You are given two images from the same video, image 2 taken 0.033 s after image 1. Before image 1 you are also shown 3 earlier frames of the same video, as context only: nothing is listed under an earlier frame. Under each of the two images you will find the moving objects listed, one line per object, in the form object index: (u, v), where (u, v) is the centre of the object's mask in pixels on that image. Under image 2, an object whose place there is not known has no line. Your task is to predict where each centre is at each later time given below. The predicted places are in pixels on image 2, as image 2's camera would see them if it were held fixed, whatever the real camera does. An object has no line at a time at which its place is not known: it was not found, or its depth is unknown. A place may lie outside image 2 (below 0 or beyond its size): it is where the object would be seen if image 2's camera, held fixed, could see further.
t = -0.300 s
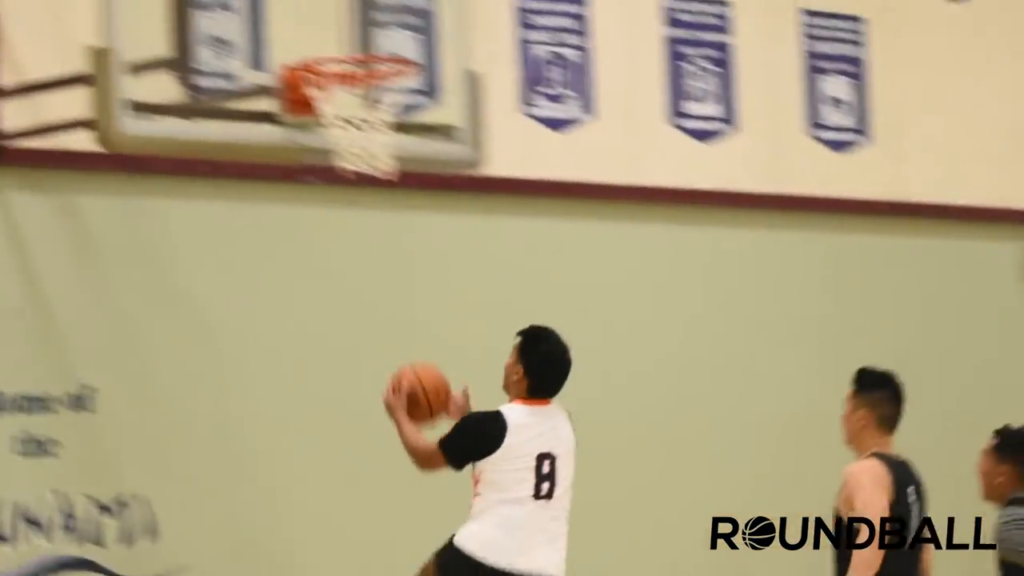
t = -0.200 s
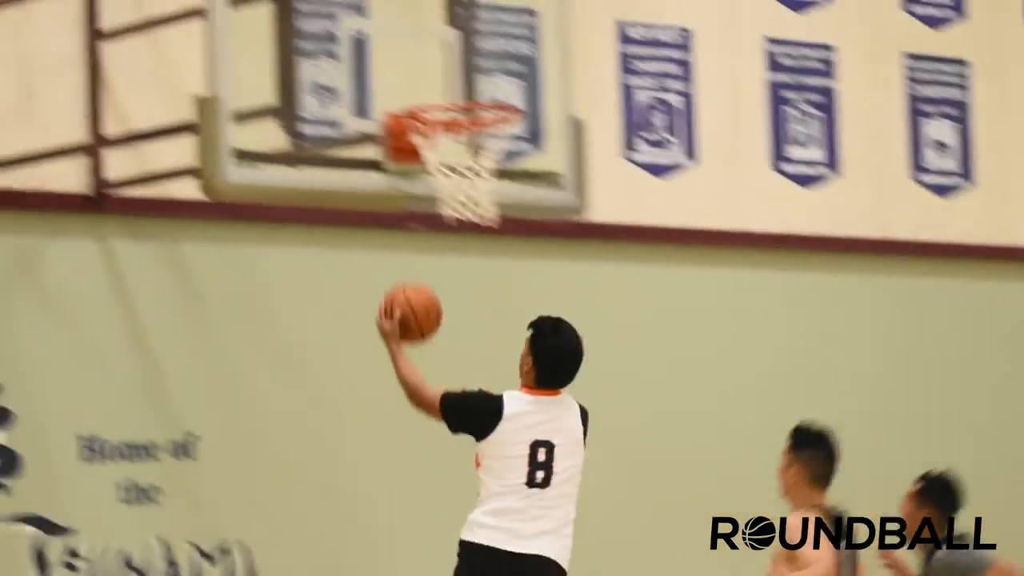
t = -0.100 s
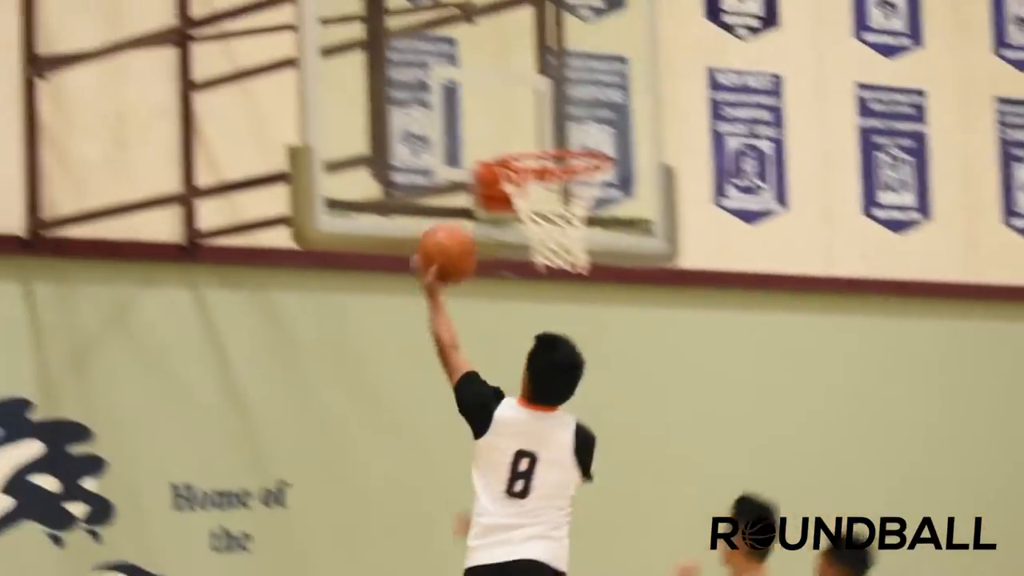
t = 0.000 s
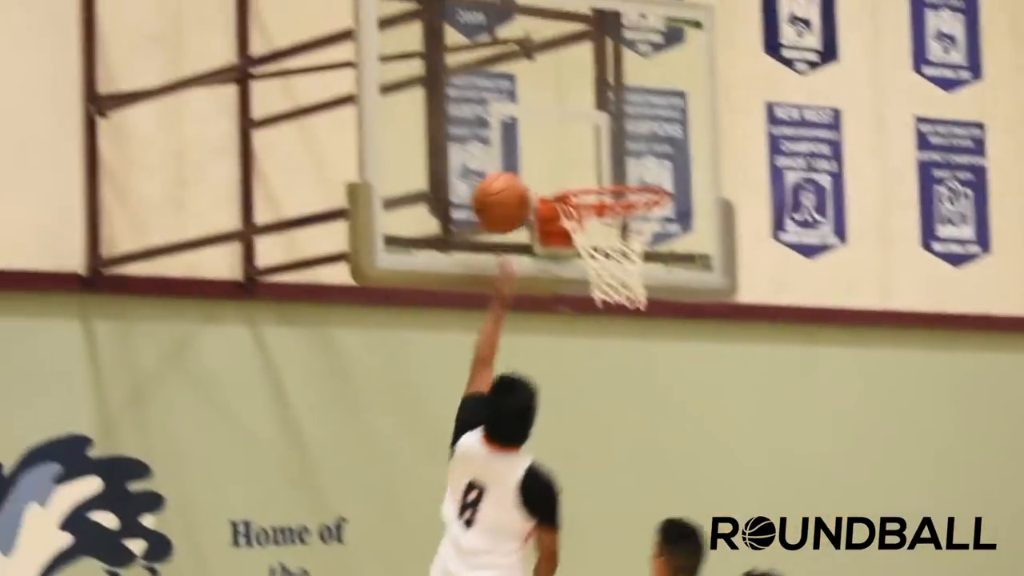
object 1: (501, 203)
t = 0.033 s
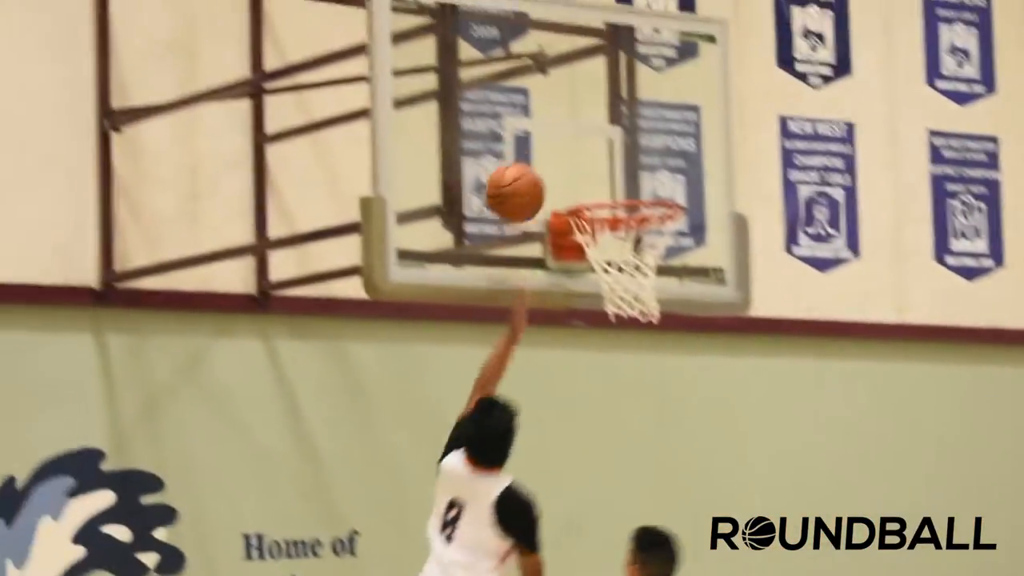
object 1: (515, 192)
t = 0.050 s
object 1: (516, 182)
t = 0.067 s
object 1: (516, 172)
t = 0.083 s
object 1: (516, 163)
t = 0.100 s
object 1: (519, 155)
